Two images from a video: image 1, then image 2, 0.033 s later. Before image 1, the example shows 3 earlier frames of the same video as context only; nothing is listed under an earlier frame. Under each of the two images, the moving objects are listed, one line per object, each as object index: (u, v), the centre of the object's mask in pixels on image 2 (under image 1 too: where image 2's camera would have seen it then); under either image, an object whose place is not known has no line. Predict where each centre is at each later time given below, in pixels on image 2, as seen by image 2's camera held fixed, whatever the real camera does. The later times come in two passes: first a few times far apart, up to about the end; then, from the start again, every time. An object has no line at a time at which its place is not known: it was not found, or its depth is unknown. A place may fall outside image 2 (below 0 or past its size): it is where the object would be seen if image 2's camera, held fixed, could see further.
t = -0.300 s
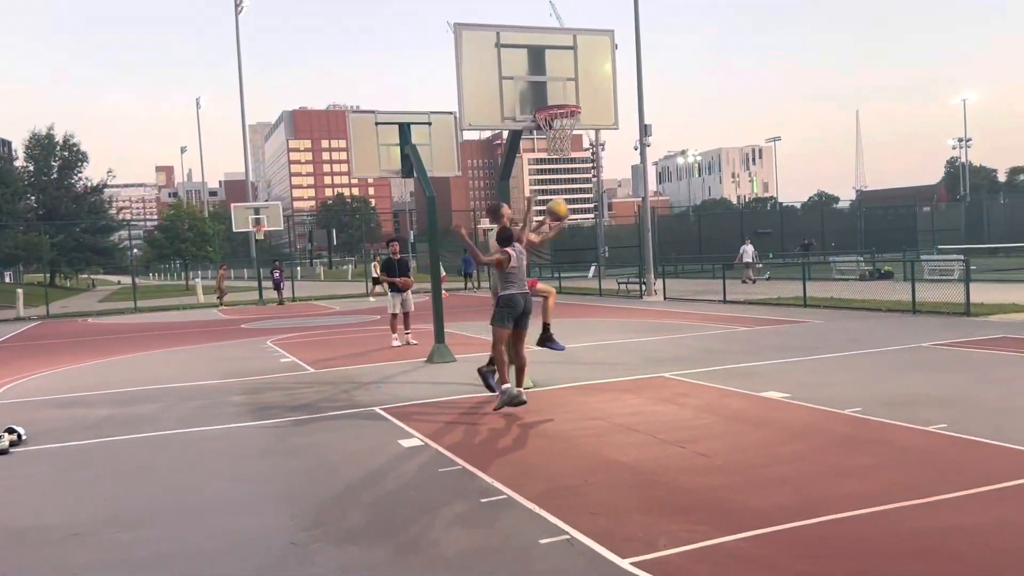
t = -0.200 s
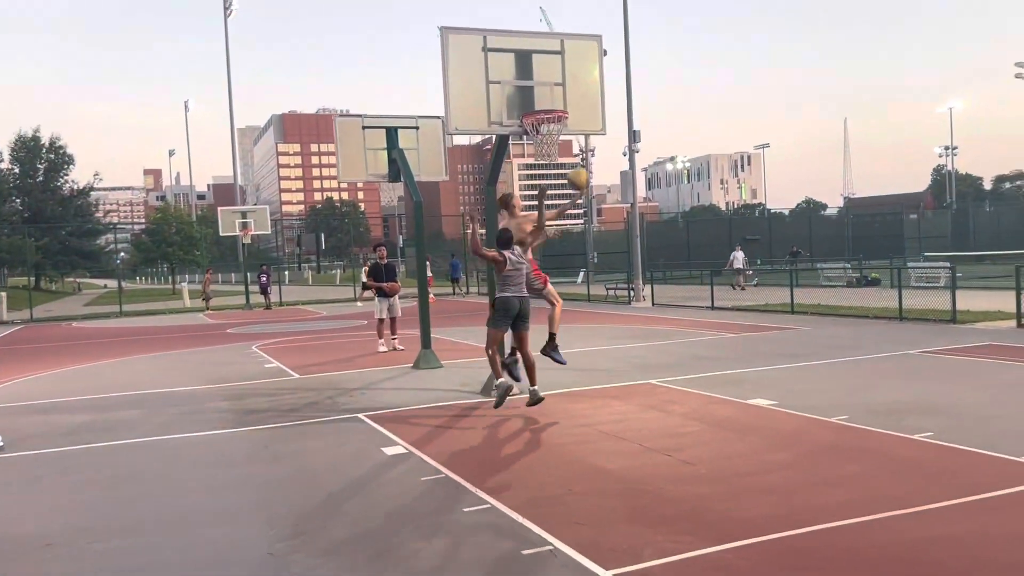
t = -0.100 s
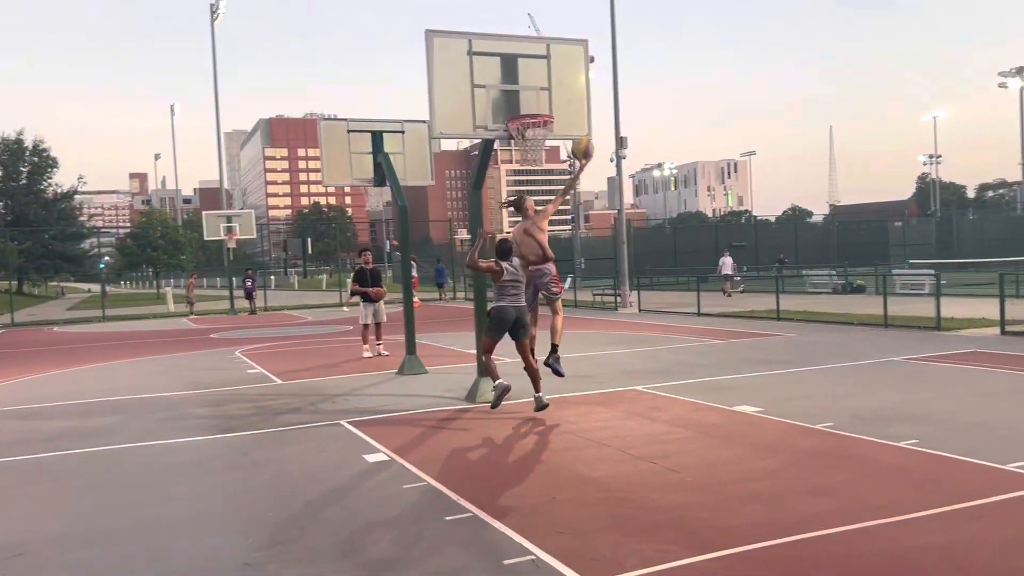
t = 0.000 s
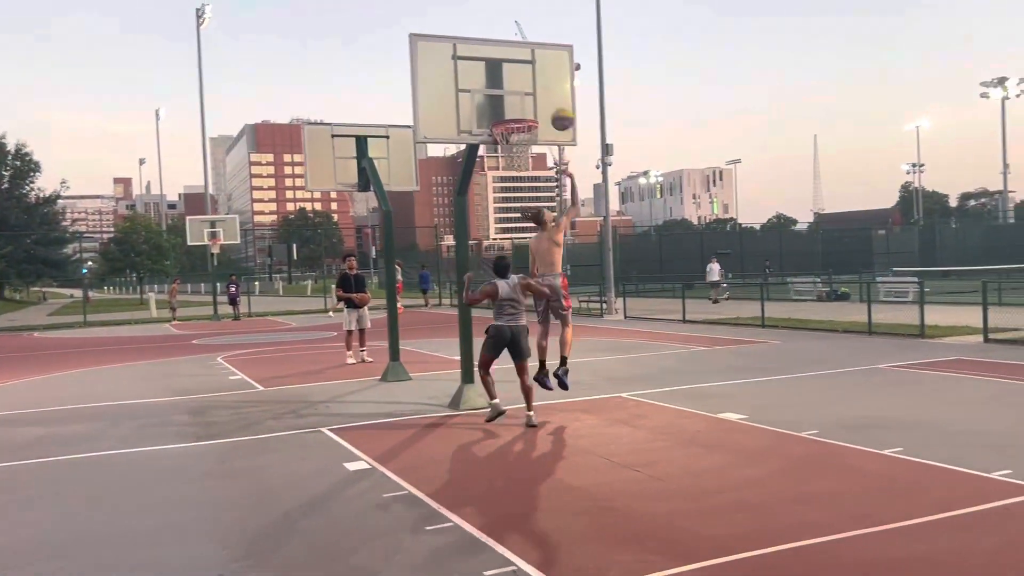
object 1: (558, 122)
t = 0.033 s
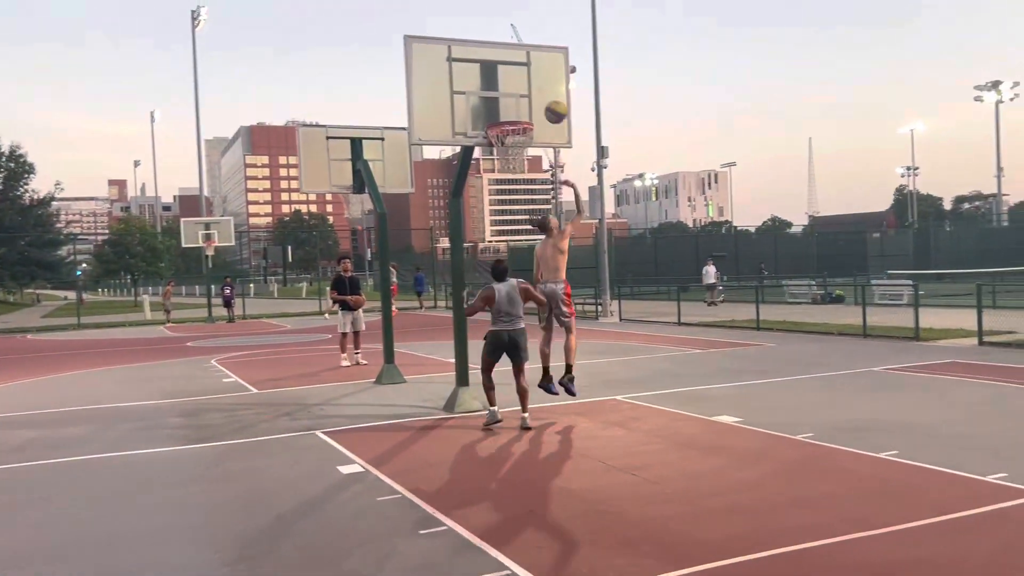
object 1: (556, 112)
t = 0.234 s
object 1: (546, 78)
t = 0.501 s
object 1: (542, 105)
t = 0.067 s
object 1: (554, 103)
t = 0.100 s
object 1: (552, 96)
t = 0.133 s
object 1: (550, 90)
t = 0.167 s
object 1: (549, 85)
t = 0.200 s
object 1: (547, 81)
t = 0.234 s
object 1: (546, 78)
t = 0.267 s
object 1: (545, 78)
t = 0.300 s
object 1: (545, 78)
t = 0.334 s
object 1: (544, 80)
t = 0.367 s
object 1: (544, 83)
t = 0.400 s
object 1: (543, 87)
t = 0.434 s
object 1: (543, 91)
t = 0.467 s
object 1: (543, 97)
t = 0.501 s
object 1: (542, 105)
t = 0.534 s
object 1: (542, 113)
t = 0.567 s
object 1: (542, 122)
